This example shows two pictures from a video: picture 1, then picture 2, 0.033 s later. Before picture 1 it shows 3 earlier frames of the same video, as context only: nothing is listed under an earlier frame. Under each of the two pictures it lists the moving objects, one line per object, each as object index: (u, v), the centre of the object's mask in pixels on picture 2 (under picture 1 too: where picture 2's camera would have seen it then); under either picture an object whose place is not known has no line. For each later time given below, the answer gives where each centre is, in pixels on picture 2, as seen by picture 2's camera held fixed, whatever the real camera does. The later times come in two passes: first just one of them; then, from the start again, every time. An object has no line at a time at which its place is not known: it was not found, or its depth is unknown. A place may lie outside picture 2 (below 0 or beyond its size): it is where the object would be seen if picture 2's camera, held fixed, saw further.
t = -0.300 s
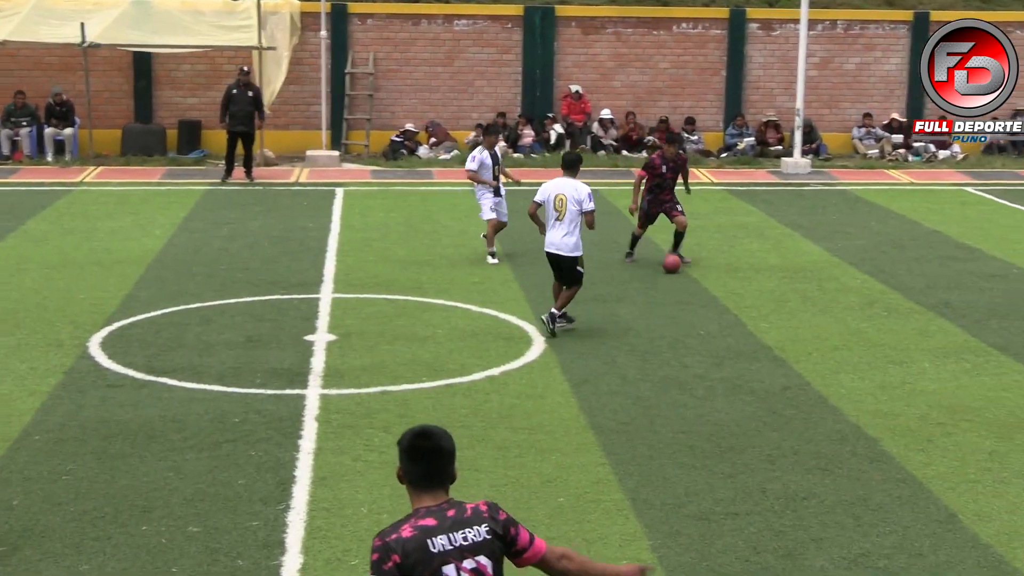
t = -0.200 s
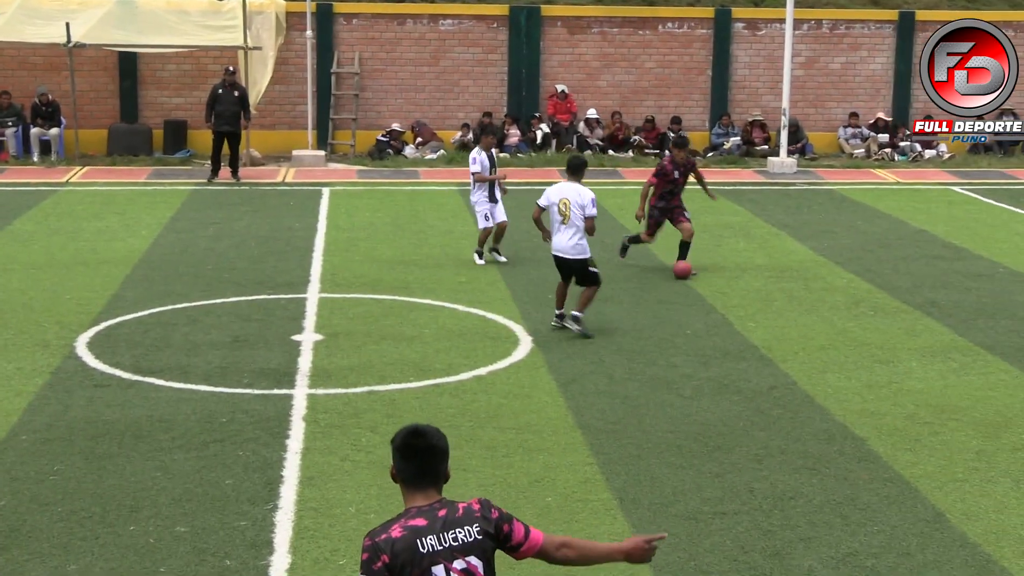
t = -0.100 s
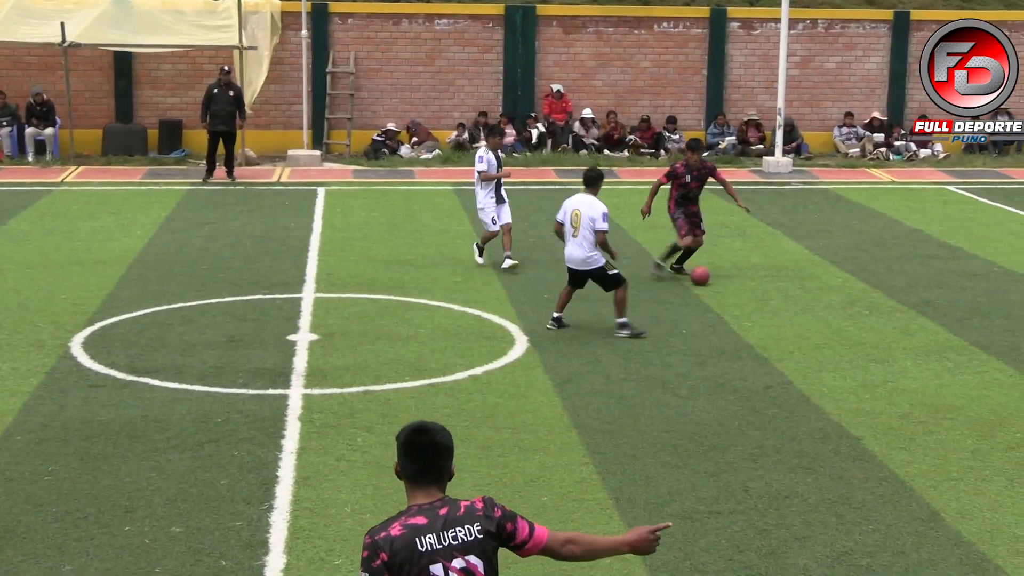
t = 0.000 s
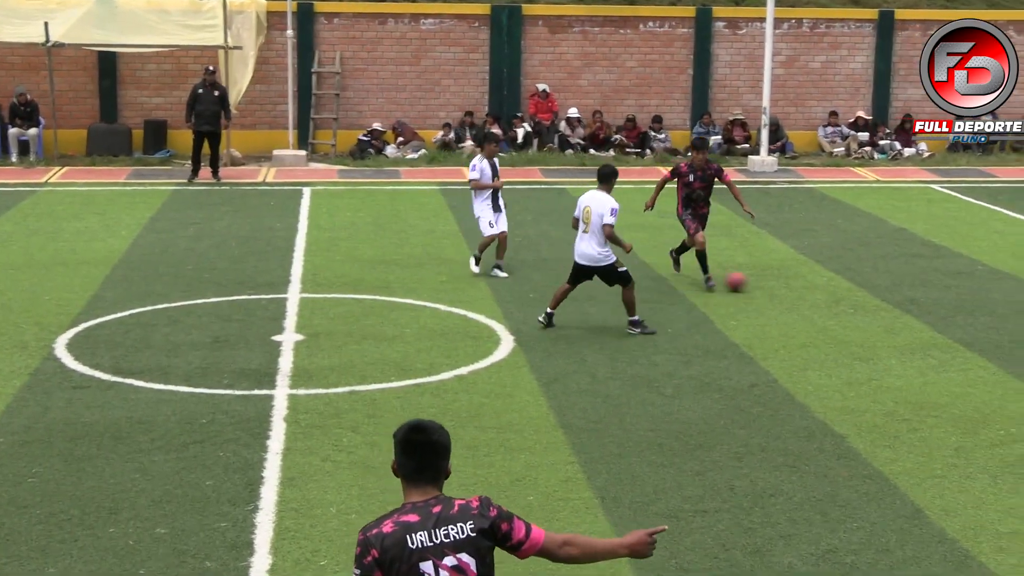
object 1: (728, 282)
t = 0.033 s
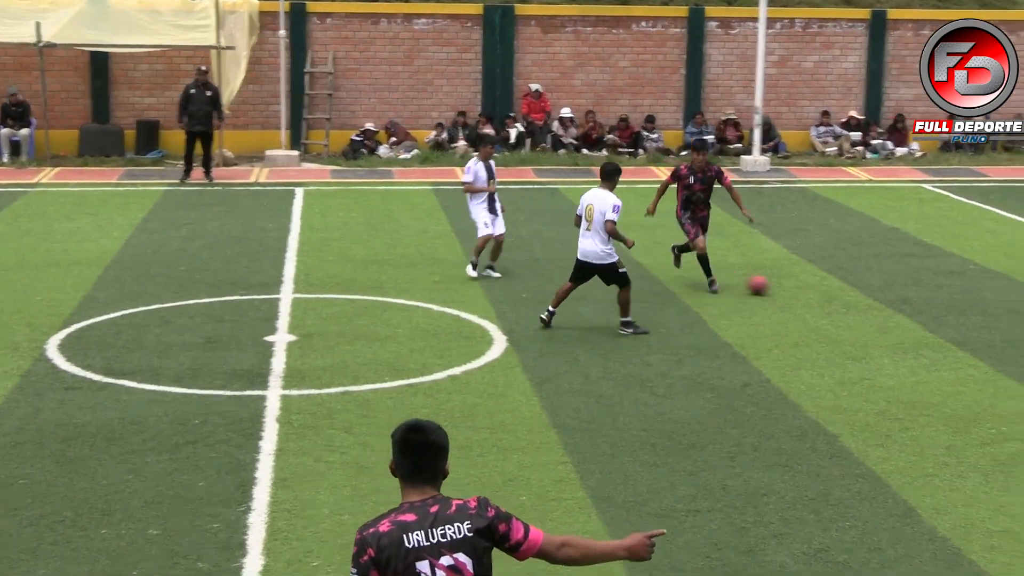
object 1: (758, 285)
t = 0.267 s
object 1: (960, 306)
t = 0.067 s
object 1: (787, 288)
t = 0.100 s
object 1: (816, 291)
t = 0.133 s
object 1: (845, 294)
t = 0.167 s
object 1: (875, 297)
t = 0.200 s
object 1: (904, 301)
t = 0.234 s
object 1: (933, 303)
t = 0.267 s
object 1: (960, 306)
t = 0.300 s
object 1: (990, 310)
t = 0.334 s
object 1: (1019, 314)
